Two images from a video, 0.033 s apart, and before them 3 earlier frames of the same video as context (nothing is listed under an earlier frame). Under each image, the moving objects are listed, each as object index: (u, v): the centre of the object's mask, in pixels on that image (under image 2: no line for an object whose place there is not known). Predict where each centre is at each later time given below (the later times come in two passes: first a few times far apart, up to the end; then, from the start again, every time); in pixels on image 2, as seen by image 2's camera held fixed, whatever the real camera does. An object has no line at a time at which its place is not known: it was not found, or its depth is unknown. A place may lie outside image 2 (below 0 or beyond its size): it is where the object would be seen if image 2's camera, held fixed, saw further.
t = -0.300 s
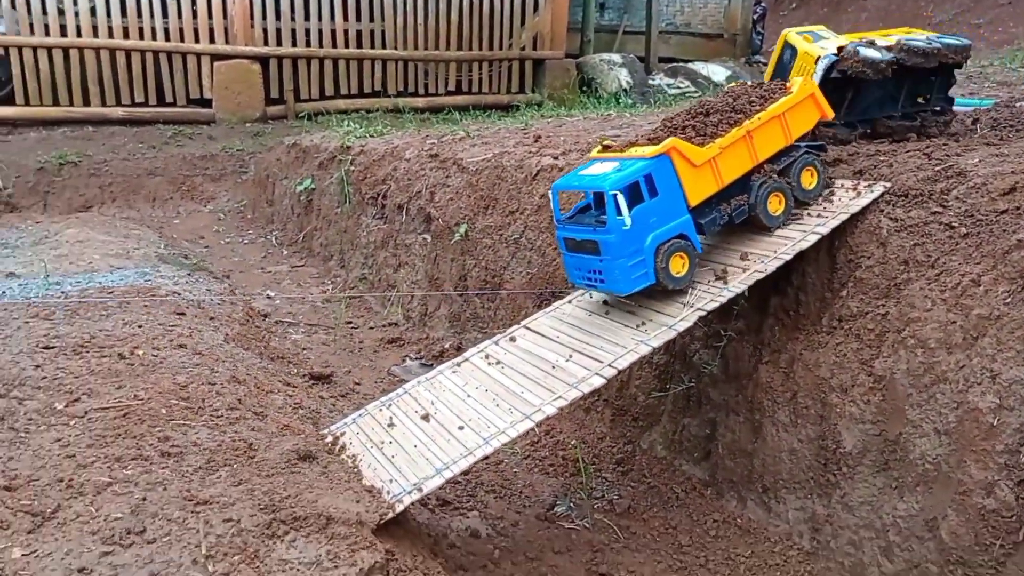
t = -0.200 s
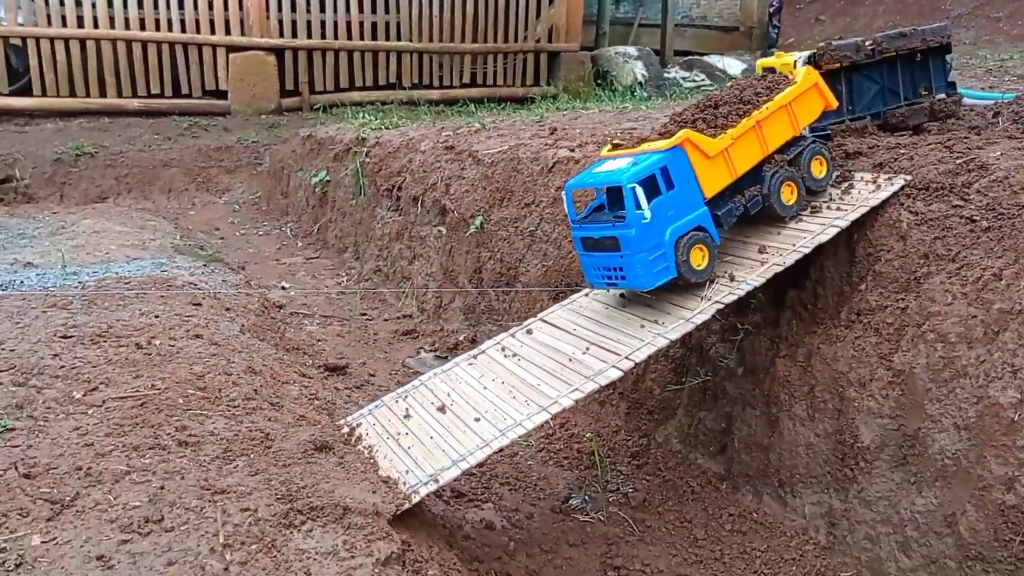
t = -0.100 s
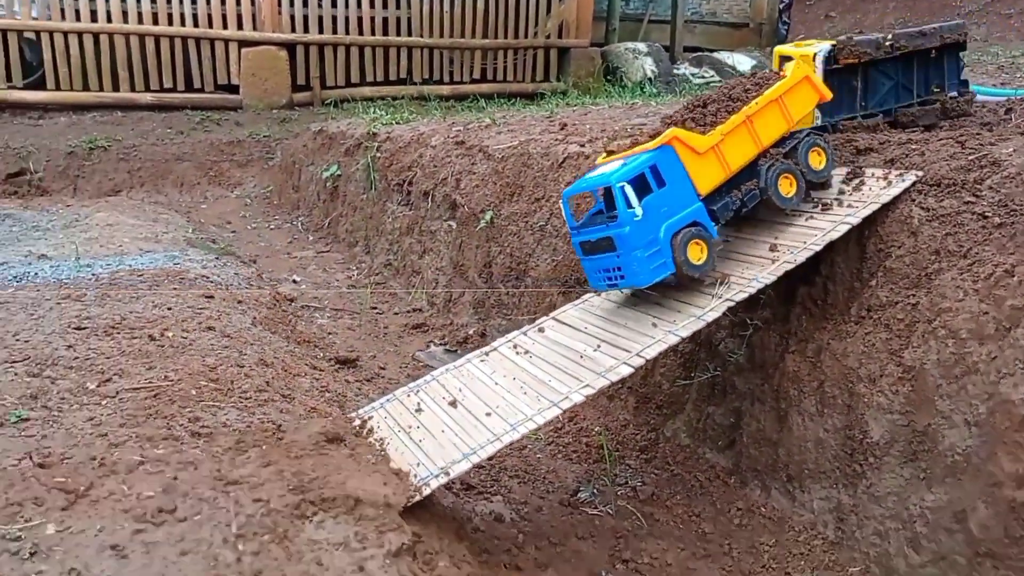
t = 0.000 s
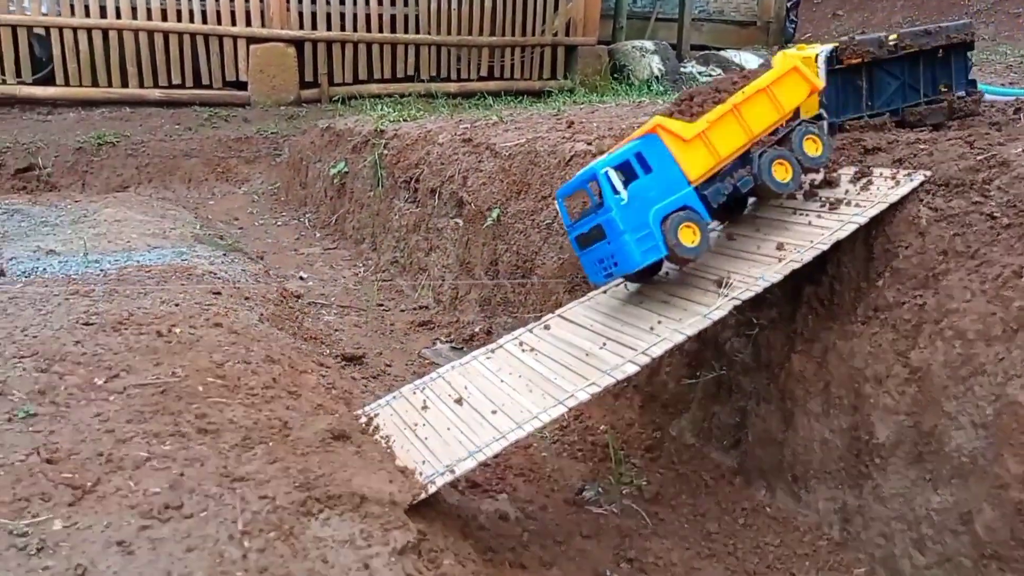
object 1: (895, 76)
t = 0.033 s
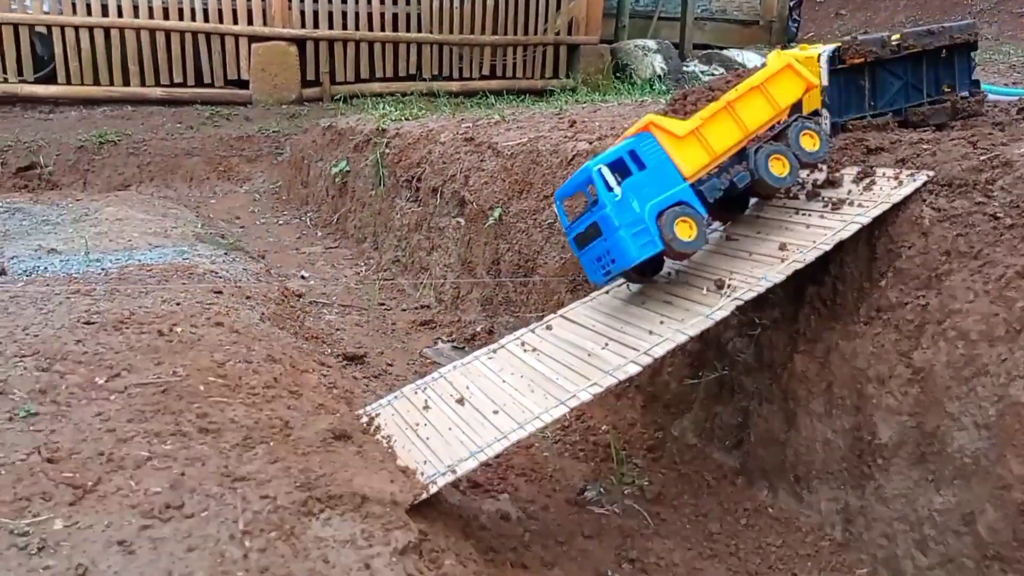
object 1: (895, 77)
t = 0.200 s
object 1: (881, 81)
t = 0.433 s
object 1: (868, 85)
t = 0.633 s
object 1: (823, 91)
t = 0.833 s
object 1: (790, 114)
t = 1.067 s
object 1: (752, 132)
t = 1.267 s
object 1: (744, 139)
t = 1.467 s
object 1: (734, 145)
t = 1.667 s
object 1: (726, 146)
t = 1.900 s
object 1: (718, 147)
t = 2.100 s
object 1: (717, 147)
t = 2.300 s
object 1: (715, 147)
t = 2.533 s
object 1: (715, 147)
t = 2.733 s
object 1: (714, 147)
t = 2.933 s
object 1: (714, 147)
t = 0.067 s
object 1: (892, 78)
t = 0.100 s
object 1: (889, 78)
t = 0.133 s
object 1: (886, 79)
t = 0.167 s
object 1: (883, 81)
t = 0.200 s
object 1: (881, 81)
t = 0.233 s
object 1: (880, 81)
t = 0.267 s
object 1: (879, 81)
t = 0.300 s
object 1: (879, 81)
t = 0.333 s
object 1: (878, 81)
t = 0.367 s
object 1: (876, 82)
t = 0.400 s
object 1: (872, 85)
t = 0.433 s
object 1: (868, 85)
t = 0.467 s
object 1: (859, 87)
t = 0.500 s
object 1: (852, 86)
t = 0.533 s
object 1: (844, 87)
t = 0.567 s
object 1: (837, 88)
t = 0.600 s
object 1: (830, 89)
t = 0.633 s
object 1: (823, 91)
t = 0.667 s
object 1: (816, 96)
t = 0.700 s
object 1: (810, 100)
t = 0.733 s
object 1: (804, 104)
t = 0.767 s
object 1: (800, 107)
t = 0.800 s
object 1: (795, 110)
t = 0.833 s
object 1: (790, 114)
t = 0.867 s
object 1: (786, 118)
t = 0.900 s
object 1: (779, 118)
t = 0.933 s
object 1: (774, 125)
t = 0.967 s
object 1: (766, 131)
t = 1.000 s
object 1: (761, 133)
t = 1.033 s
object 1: (756, 134)
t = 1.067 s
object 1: (752, 132)
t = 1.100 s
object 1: (748, 132)
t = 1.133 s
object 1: (747, 134)
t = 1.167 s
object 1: (747, 136)
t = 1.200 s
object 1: (745, 138)
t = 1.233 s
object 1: (745, 139)
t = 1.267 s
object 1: (744, 139)
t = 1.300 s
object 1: (743, 141)
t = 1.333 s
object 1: (741, 143)
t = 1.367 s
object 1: (739, 144)
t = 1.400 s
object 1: (737, 145)
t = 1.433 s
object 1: (736, 144)
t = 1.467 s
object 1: (734, 145)
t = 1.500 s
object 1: (733, 146)
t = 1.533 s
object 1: (732, 147)
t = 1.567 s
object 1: (730, 147)
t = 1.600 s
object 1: (728, 146)
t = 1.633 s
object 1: (726, 147)
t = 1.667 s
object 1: (726, 146)
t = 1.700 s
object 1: (724, 146)
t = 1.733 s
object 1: (722, 146)
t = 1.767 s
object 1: (722, 146)
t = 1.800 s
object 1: (721, 146)
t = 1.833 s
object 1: (720, 146)
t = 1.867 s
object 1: (719, 147)
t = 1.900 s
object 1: (718, 147)
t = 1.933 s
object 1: (717, 147)
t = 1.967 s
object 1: (717, 147)
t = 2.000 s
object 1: (716, 147)
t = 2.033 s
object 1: (717, 147)
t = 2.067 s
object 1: (717, 147)
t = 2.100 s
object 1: (717, 147)
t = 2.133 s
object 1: (716, 147)
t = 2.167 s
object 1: (716, 147)
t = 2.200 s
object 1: (715, 147)
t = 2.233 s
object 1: (716, 147)
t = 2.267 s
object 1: (714, 147)
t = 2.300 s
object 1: (715, 147)
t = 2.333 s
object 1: (716, 147)
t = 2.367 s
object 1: (716, 147)
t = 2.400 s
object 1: (716, 147)
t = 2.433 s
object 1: (715, 147)
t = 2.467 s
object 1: (715, 147)
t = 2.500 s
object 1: (715, 147)
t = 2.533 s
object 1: (715, 147)
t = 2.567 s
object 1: (715, 147)
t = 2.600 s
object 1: (715, 147)
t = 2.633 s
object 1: (715, 147)
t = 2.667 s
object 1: (715, 147)
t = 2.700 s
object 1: (715, 147)
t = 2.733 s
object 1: (714, 147)
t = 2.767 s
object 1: (714, 147)
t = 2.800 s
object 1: (714, 147)
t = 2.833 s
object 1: (714, 147)
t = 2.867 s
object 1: (714, 147)
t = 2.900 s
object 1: (714, 147)
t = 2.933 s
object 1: (714, 147)
